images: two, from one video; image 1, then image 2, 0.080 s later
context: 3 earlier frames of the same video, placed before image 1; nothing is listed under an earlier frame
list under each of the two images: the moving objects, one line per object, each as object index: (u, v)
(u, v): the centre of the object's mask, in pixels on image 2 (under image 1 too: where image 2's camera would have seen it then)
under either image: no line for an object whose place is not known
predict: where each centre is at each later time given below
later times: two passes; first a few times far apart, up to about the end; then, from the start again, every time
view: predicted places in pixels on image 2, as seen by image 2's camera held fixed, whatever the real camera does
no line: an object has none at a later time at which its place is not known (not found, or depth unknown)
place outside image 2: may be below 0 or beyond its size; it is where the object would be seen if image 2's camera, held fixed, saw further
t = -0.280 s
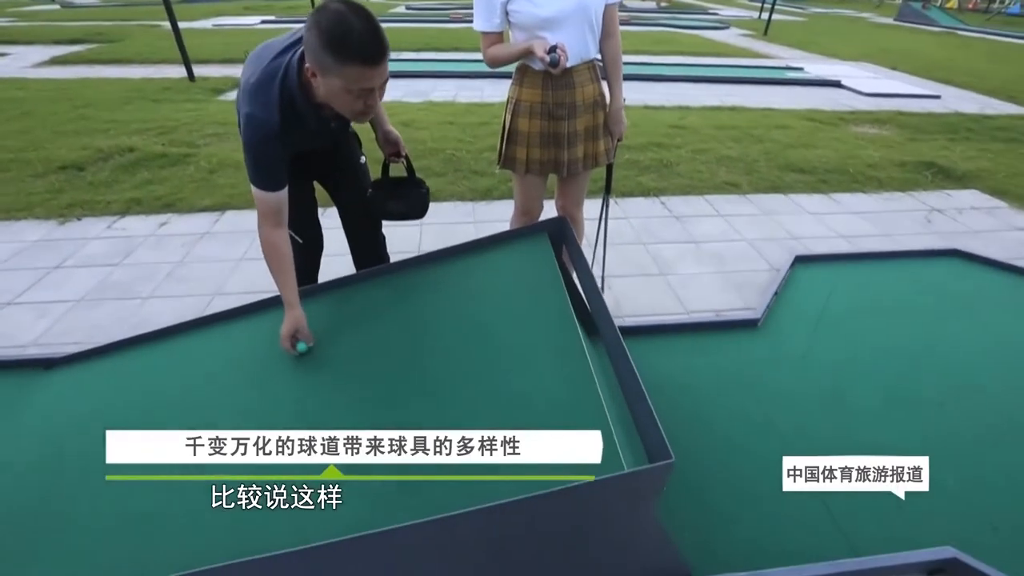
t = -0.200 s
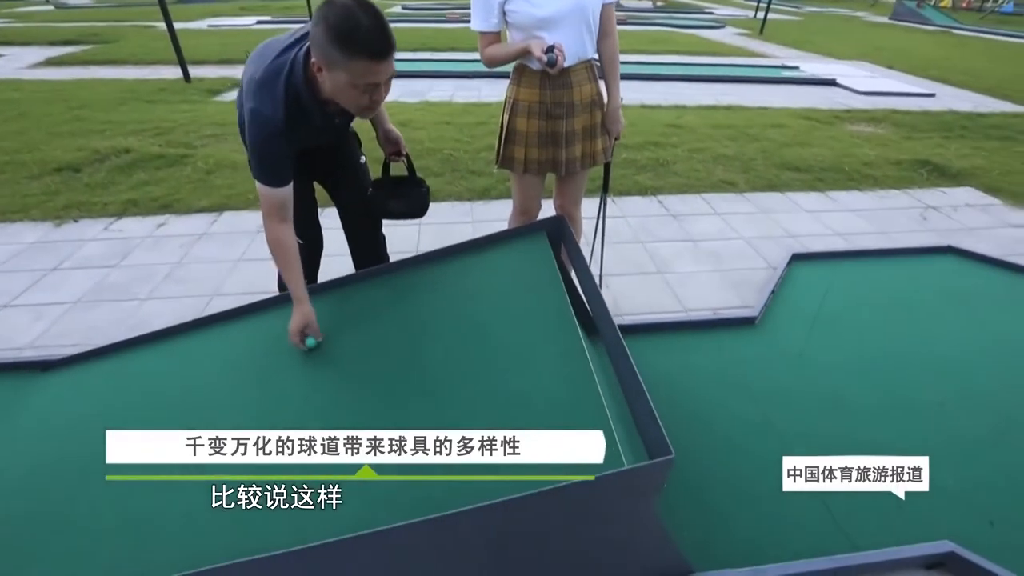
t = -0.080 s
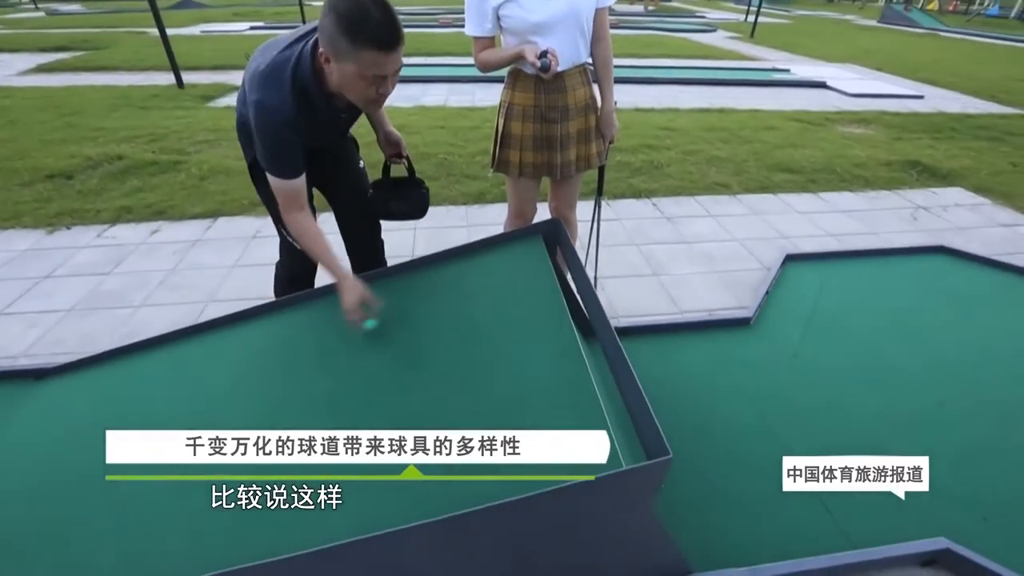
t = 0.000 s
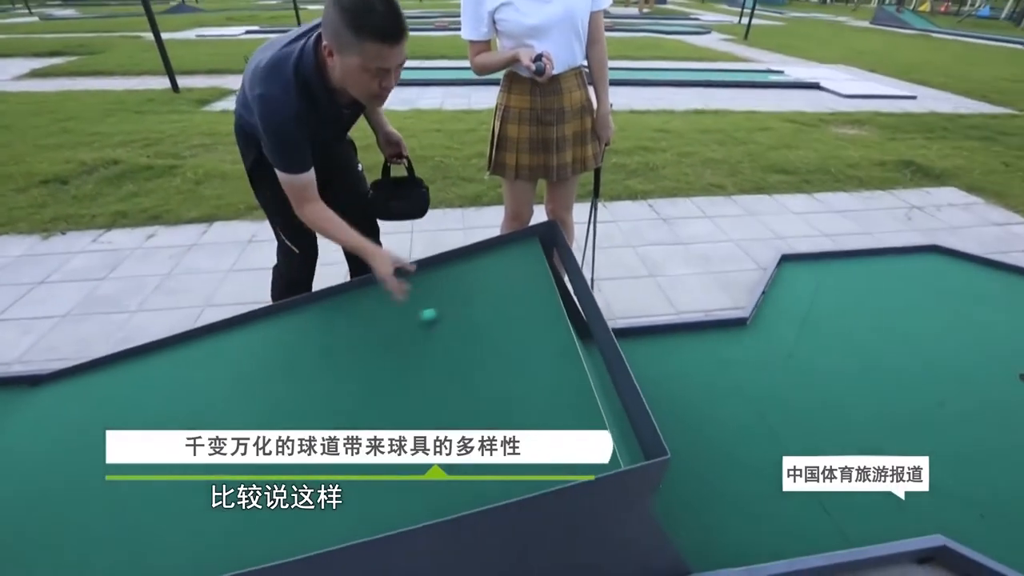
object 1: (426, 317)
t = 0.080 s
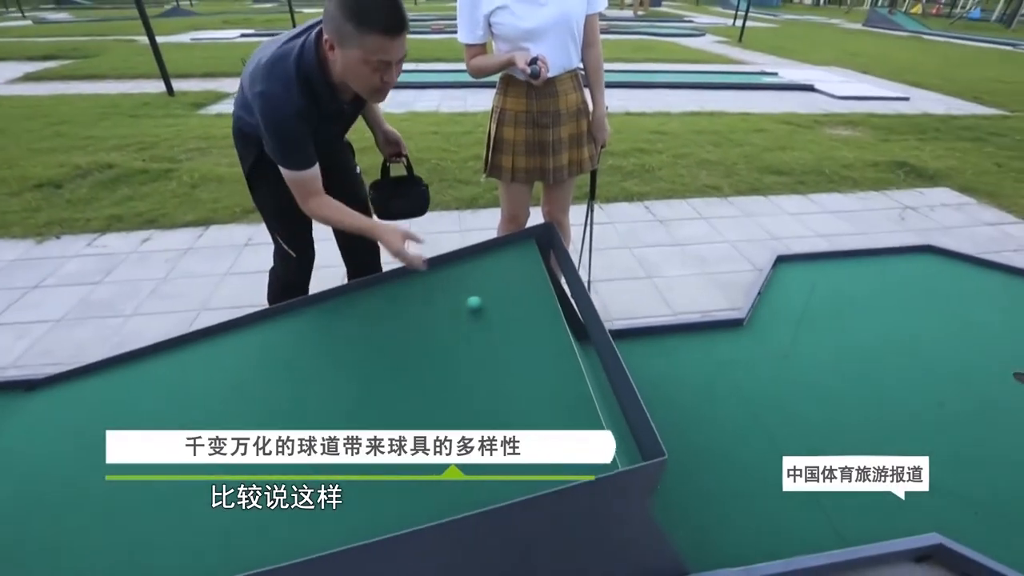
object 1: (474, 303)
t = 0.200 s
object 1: (534, 287)
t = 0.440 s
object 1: (522, 291)
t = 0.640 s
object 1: (458, 316)
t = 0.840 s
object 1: (370, 347)
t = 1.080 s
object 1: (241, 389)
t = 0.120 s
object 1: (495, 297)
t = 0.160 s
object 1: (515, 292)
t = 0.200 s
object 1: (534, 287)
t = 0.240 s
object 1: (552, 282)
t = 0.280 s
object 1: (566, 279)
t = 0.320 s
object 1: (556, 278)
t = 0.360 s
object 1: (545, 279)
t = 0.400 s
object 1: (533, 288)
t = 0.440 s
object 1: (522, 291)
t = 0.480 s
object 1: (511, 294)
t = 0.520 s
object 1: (500, 302)
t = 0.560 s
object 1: (486, 305)
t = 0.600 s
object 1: (473, 312)
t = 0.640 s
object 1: (458, 316)
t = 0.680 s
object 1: (441, 322)
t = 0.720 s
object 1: (425, 328)
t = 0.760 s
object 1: (407, 334)
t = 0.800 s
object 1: (389, 340)
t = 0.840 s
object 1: (370, 347)
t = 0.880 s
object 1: (350, 354)
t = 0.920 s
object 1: (329, 360)
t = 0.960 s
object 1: (308, 367)
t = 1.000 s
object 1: (286, 375)
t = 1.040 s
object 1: (264, 382)
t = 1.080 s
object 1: (241, 389)
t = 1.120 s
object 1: (216, 397)
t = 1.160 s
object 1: (192, 406)
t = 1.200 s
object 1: (168, 414)
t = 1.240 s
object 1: (142, 420)
